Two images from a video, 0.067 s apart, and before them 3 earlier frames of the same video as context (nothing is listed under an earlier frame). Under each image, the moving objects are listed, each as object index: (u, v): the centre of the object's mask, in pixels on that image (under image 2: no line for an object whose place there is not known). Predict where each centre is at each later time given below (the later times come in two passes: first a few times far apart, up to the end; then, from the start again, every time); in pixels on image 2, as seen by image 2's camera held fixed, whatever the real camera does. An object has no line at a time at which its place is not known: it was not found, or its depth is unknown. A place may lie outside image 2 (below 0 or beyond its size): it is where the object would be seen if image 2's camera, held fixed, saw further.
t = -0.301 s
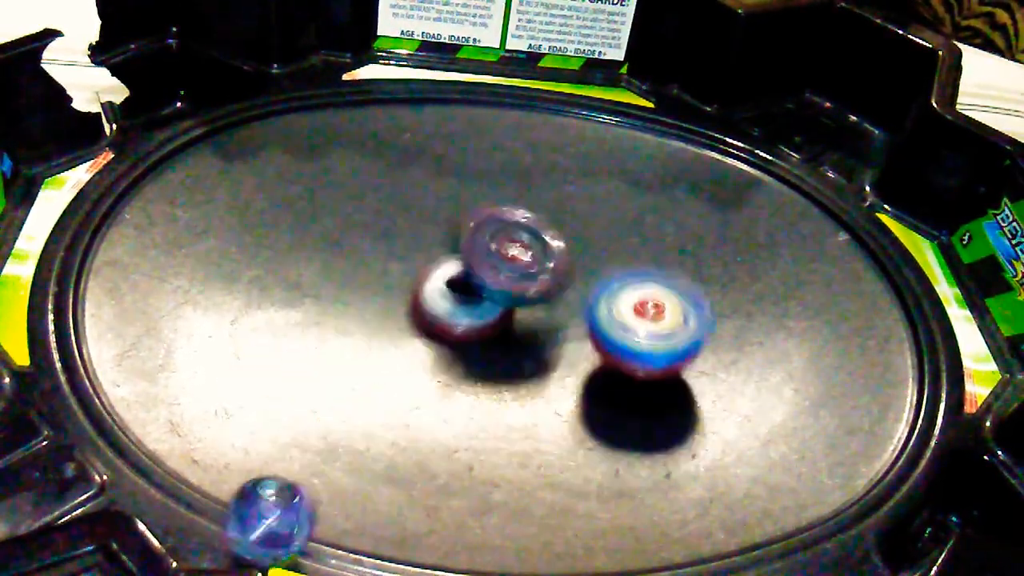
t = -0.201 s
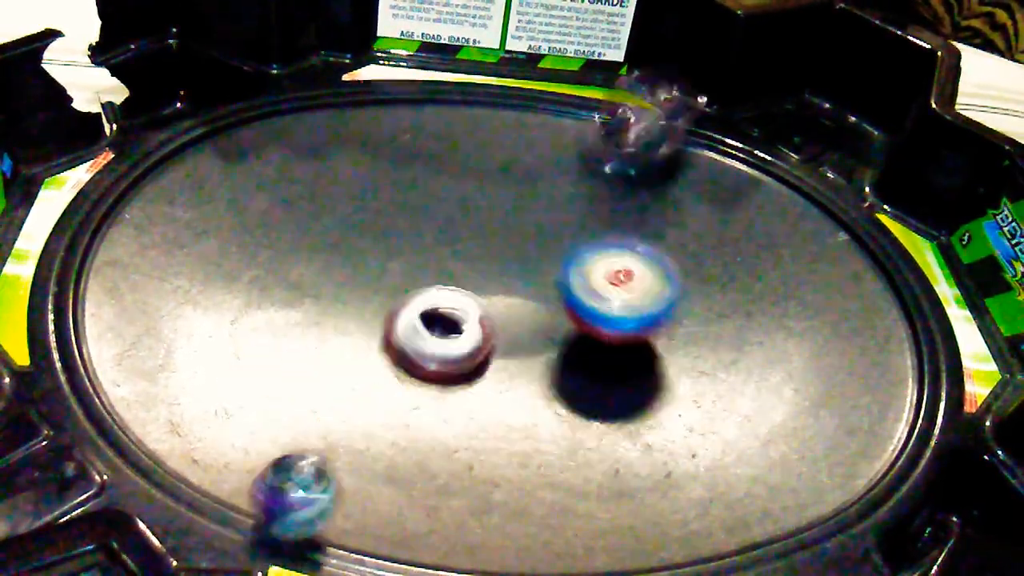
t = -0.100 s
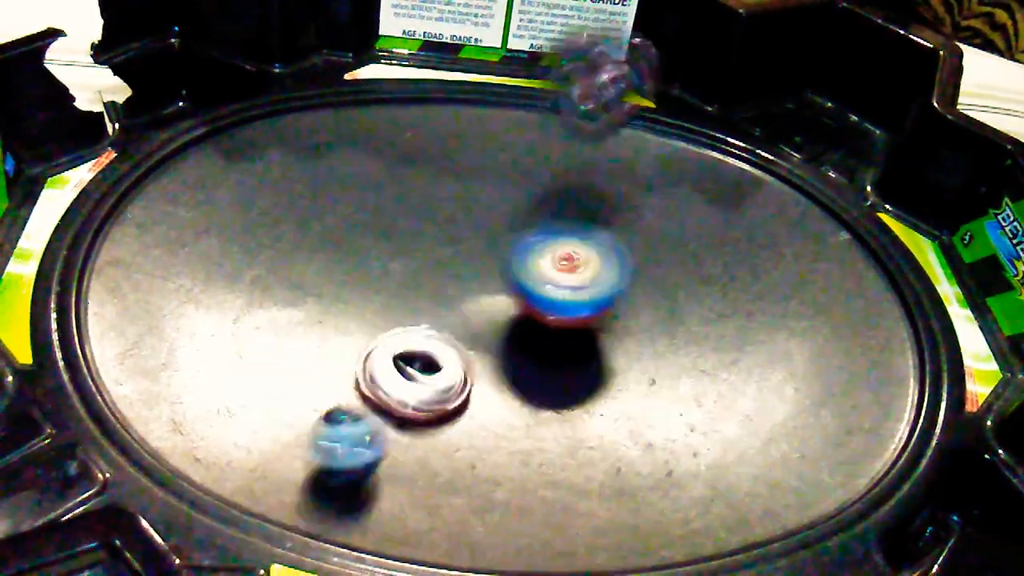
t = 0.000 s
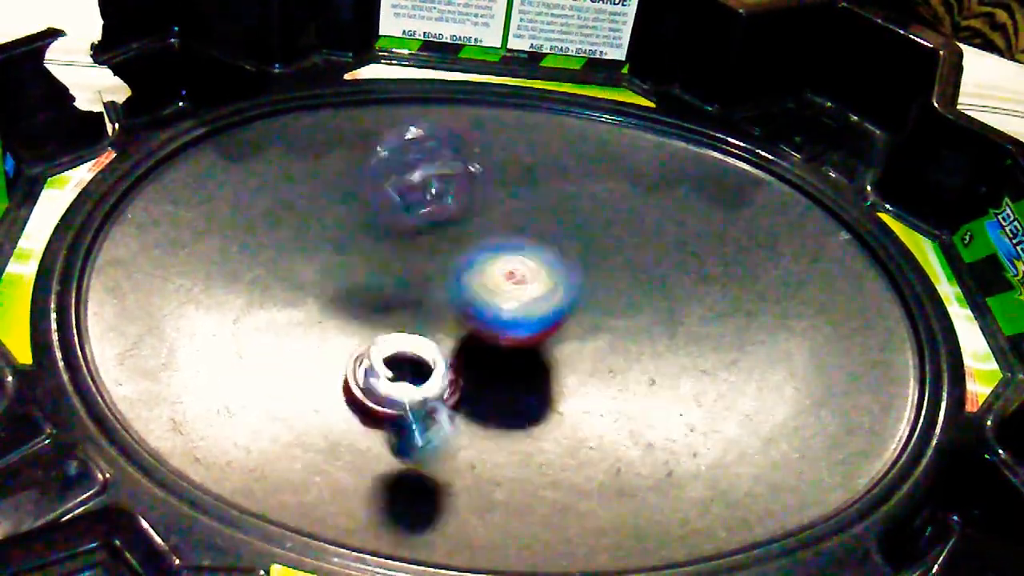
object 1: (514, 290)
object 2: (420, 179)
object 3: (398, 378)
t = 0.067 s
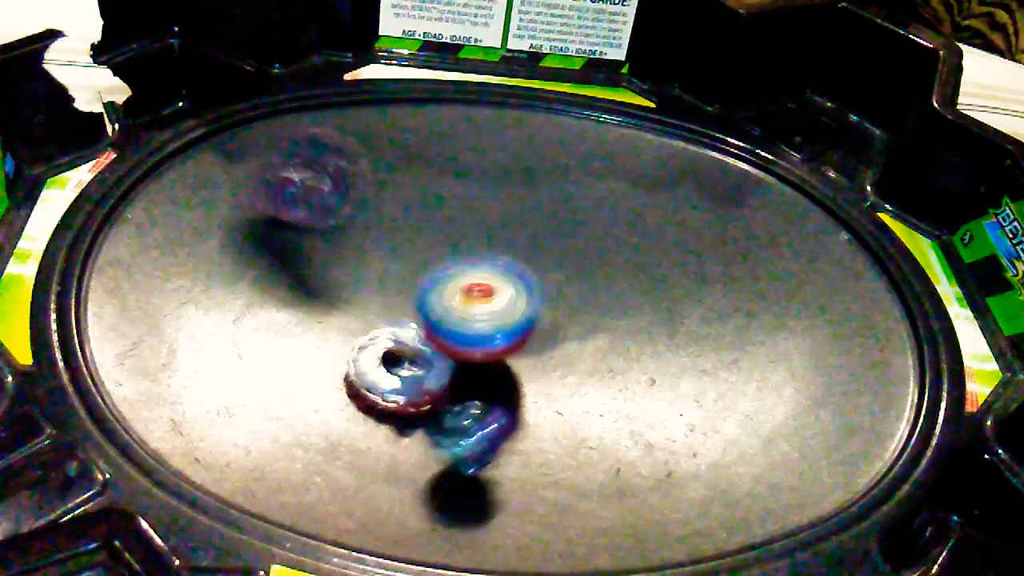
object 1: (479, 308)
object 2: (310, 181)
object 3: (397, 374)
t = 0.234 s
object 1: (499, 314)
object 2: (81, 184)
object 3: (260, 374)
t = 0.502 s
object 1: (459, 313)
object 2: (286, 283)
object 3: (288, 384)
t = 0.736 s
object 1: (449, 316)
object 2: (503, 241)
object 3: (313, 393)
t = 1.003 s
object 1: (436, 296)
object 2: (638, 285)
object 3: (313, 393)
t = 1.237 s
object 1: (438, 283)
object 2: (628, 298)
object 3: (313, 394)
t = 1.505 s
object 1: (437, 278)
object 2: (629, 298)
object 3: (313, 394)
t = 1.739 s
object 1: (445, 292)
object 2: (628, 298)
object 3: (313, 394)
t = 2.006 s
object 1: (497, 314)
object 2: (629, 298)
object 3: (313, 394)
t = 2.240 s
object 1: (551, 330)
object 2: (636, 294)
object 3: (313, 394)
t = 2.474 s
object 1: (572, 316)
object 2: (645, 290)
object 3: (314, 393)
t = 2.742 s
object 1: (518, 317)
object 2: (631, 295)
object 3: (314, 393)
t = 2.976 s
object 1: (482, 336)
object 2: (629, 296)
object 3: (314, 393)
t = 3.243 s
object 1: (468, 343)
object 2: (629, 296)
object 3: (314, 393)
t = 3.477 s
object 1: (476, 315)
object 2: (629, 296)
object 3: (314, 393)
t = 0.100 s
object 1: (490, 310)
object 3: (367, 369)
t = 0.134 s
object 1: (501, 314)
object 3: (318, 371)
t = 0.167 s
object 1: (504, 316)
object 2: (161, 174)
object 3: (289, 381)
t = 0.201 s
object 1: (503, 316)
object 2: (118, 186)
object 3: (267, 375)
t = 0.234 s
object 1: (499, 314)
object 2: (81, 184)
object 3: (260, 374)
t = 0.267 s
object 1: (493, 313)
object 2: (73, 187)
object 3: (260, 374)
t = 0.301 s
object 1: (486, 312)
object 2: (81, 198)
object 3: (260, 374)
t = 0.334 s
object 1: (480, 312)
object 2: (103, 210)
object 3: (261, 374)
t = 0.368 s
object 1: (476, 312)
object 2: (132, 227)
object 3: (261, 374)
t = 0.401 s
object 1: (472, 313)
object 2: (180, 251)
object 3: (261, 374)
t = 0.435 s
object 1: (467, 313)
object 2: (230, 266)
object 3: (265, 375)
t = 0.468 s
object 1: (462, 312)
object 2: (259, 263)
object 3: (278, 383)
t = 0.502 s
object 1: (459, 313)
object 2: (286, 283)
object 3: (288, 384)
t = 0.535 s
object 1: (456, 314)
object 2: (324, 281)
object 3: (298, 389)
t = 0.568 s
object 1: (453, 314)
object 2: (349, 261)
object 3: (307, 394)
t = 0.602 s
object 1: (452, 315)
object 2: (378, 250)
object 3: (312, 394)
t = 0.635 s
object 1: (450, 319)
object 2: (411, 240)
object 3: (313, 394)
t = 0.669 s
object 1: (450, 319)
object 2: (445, 235)
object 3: (313, 394)
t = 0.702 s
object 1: (451, 319)
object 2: (475, 238)
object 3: (313, 394)
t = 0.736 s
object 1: (449, 316)
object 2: (503, 241)
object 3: (313, 393)
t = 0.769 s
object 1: (445, 315)
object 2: (529, 245)
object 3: (313, 393)
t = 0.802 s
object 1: (441, 312)
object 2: (553, 251)
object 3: (312, 394)
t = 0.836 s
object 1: (437, 309)
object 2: (577, 257)
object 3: (312, 394)
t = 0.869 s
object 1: (437, 306)
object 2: (596, 268)
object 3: (312, 394)
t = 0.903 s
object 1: (435, 305)
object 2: (614, 269)
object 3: (312, 393)
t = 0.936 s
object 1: (434, 301)
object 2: (629, 277)
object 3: (313, 393)
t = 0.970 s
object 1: (435, 298)
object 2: (637, 282)
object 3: (313, 394)
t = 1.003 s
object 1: (436, 296)
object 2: (638, 285)
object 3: (313, 393)
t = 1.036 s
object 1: (436, 292)
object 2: (637, 290)
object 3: (313, 394)
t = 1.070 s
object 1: (435, 289)
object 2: (635, 293)
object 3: (313, 394)
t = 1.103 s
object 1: (435, 287)
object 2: (634, 295)
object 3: (313, 393)
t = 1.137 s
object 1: (435, 285)
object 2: (632, 296)
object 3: (313, 393)
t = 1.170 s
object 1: (435, 283)
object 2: (630, 297)
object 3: (313, 393)
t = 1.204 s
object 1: (437, 283)
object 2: (629, 297)
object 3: (313, 393)
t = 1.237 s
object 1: (438, 283)
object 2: (628, 298)
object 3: (313, 394)
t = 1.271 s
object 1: (439, 283)
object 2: (628, 298)
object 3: (313, 393)
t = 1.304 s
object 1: (443, 284)
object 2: (628, 298)
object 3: (313, 394)
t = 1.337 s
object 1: (447, 285)
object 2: (629, 298)
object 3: (313, 394)
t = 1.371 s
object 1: (448, 286)
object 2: (629, 298)
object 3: (313, 394)
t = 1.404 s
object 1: (443, 281)
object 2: (628, 298)
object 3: (313, 394)
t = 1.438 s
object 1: (440, 279)
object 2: (629, 298)
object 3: (313, 394)
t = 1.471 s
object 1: (438, 278)
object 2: (629, 298)
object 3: (313, 394)
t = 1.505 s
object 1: (437, 278)
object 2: (629, 298)
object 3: (313, 394)
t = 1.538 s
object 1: (436, 278)
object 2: (629, 298)
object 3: (313, 394)
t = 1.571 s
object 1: (435, 279)
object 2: (629, 298)
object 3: (313, 394)
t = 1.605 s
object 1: (436, 280)
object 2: (629, 298)
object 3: (313, 394)
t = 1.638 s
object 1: (435, 281)
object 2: (629, 298)
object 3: (313, 394)
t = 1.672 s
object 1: (437, 283)
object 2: (628, 298)
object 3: (313, 394)
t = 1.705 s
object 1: (439, 286)
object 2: (628, 298)
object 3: (313, 394)
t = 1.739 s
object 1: (445, 292)
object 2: (628, 298)
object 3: (313, 394)
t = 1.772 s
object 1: (447, 295)
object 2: (628, 298)
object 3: (312, 394)
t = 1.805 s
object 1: (456, 298)
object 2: (629, 298)
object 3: (313, 394)
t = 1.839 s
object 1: (463, 302)
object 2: (629, 298)
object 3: (312, 394)
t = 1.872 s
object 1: (471, 305)
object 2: (629, 298)
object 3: (312, 394)
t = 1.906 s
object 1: (479, 308)
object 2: (629, 298)
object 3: (312, 394)
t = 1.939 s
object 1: (485, 309)
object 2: (629, 298)
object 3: (312, 394)
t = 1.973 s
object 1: (491, 311)
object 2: (629, 298)
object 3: (312, 394)
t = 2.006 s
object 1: (497, 314)
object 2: (629, 298)
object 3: (313, 394)
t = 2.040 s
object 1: (502, 316)
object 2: (628, 299)
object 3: (313, 394)
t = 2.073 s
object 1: (509, 319)
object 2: (629, 298)
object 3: (313, 394)
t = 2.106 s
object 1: (520, 324)
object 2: (631, 299)
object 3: (313, 394)
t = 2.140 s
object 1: (527, 325)
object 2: (631, 298)
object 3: (313, 394)
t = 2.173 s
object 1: (536, 327)
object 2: (633, 297)
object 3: (313, 393)
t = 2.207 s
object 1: (544, 327)
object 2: (635, 296)
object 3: (313, 393)
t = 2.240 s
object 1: (551, 330)
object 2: (636, 294)
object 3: (313, 394)
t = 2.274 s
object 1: (556, 329)
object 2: (637, 293)
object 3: (314, 393)
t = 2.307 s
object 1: (561, 328)
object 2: (639, 291)
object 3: (314, 393)
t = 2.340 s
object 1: (566, 326)
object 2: (641, 291)
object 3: (314, 393)
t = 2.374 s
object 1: (571, 325)
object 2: (642, 288)
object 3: (314, 393)
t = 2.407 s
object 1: (571, 322)
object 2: (642, 289)
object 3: (314, 393)
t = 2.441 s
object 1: (571, 320)
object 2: (642, 289)
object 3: (314, 393)
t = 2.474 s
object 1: (572, 316)
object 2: (645, 290)
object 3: (314, 393)
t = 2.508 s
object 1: (571, 315)
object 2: (644, 288)
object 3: (314, 393)
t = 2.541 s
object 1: (567, 312)
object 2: (645, 290)
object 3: (314, 393)
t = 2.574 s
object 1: (562, 312)
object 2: (642, 291)
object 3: (314, 393)
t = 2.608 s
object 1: (554, 311)
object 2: (640, 294)
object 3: (314, 393)
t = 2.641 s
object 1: (547, 312)
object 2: (638, 293)
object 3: (314, 393)
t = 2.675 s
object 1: (540, 313)
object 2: (636, 294)
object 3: (314, 393)
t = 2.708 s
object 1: (529, 316)
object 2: (634, 295)
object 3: (314, 393)
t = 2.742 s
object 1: (518, 317)
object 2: (631, 295)
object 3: (314, 393)
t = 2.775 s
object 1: (513, 322)
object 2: (630, 295)
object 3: (314, 393)
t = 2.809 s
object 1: (508, 324)
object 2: (630, 295)
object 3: (314, 393)
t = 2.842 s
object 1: (502, 326)
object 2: (630, 296)
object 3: (314, 393)
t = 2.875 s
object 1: (497, 329)
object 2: (630, 295)
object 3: (314, 393)
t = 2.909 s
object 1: (493, 331)
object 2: (629, 296)
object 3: (314, 393)
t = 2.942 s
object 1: (487, 334)
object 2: (629, 296)
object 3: (314, 393)
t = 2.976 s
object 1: (482, 336)
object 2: (629, 296)
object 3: (314, 393)
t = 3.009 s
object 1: (476, 338)
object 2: (629, 296)
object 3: (314, 393)
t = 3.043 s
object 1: (473, 341)
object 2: (630, 296)
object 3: (314, 393)
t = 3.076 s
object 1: (470, 342)
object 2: (629, 296)
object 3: (314, 393)
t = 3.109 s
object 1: (468, 343)
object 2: (629, 296)
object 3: (314, 393)
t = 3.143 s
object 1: (468, 344)
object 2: (629, 296)
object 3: (314, 393)
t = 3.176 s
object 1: (466, 343)
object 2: (629, 296)
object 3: (313, 393)
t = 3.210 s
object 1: (468, 343)
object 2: (629, 296)
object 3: (314, 393)
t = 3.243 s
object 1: (468, 343)
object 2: (629, 296)
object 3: (314, 393)
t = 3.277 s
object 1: (469, 340)
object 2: (629, 296)
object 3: (314, 393)
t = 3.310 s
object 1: (468, 337)
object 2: (629, 296)
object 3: (314, 393)
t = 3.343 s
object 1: (472, 334)
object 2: (629, 296)
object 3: (314, 393)
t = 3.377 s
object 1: (472, 330)
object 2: (629, 296)
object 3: (314, 393)
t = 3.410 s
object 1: (474, 326)
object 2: (629, 296)
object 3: (314, 393)
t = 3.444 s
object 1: (475, 321)
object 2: (629, 296)
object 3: (314, 393)
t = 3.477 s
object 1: (476, 315)
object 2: (629, 296)
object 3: (314, 393)
